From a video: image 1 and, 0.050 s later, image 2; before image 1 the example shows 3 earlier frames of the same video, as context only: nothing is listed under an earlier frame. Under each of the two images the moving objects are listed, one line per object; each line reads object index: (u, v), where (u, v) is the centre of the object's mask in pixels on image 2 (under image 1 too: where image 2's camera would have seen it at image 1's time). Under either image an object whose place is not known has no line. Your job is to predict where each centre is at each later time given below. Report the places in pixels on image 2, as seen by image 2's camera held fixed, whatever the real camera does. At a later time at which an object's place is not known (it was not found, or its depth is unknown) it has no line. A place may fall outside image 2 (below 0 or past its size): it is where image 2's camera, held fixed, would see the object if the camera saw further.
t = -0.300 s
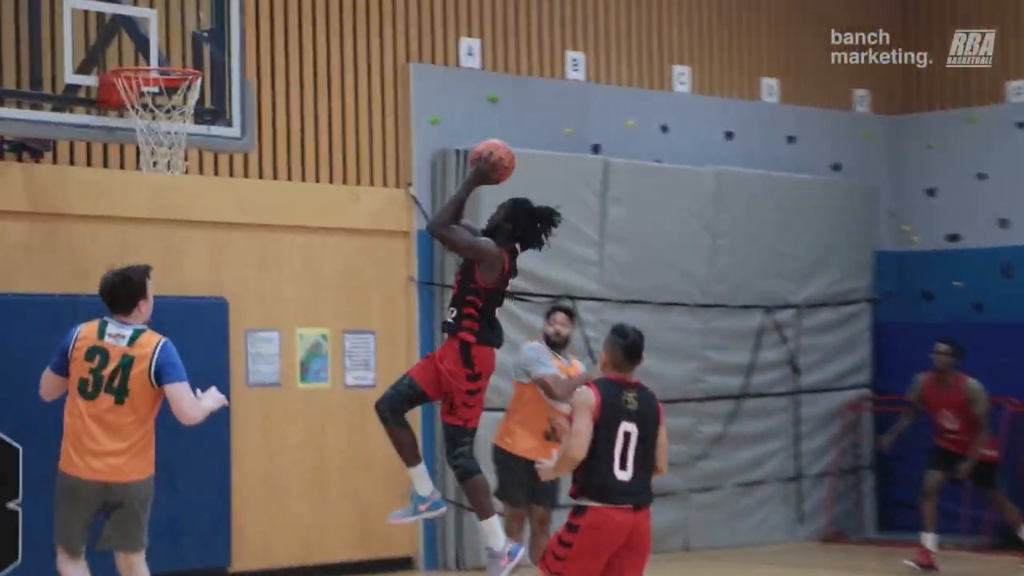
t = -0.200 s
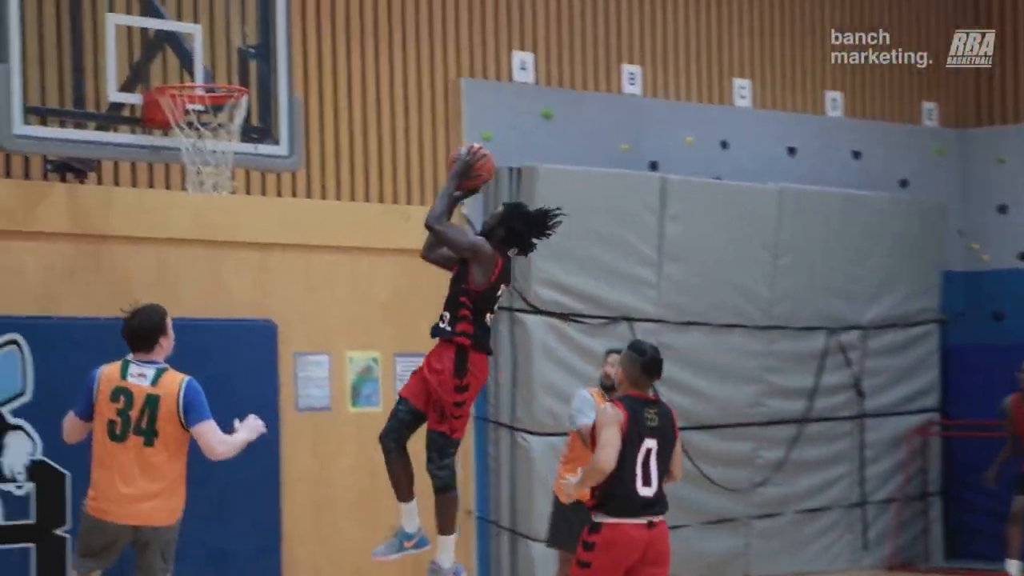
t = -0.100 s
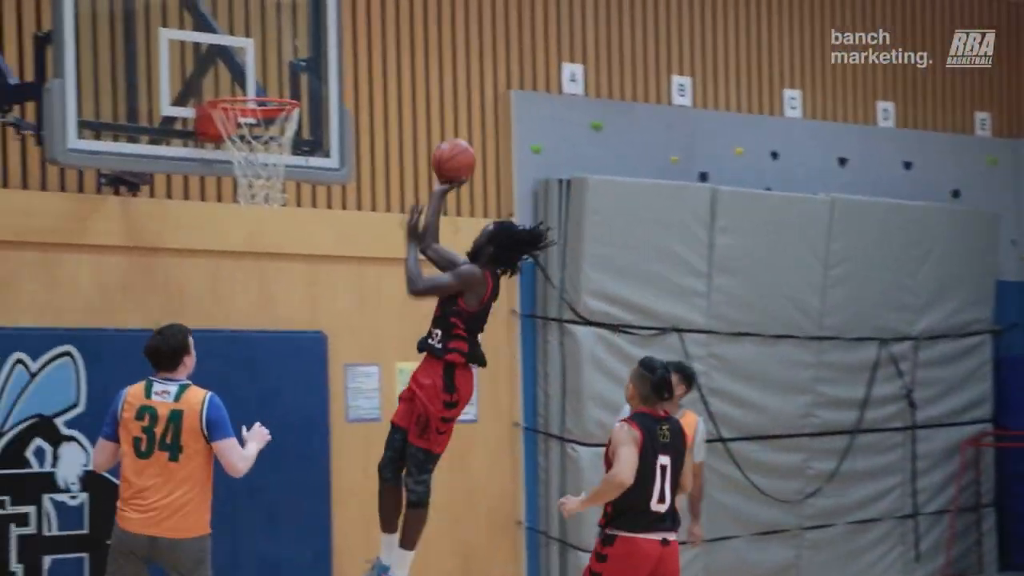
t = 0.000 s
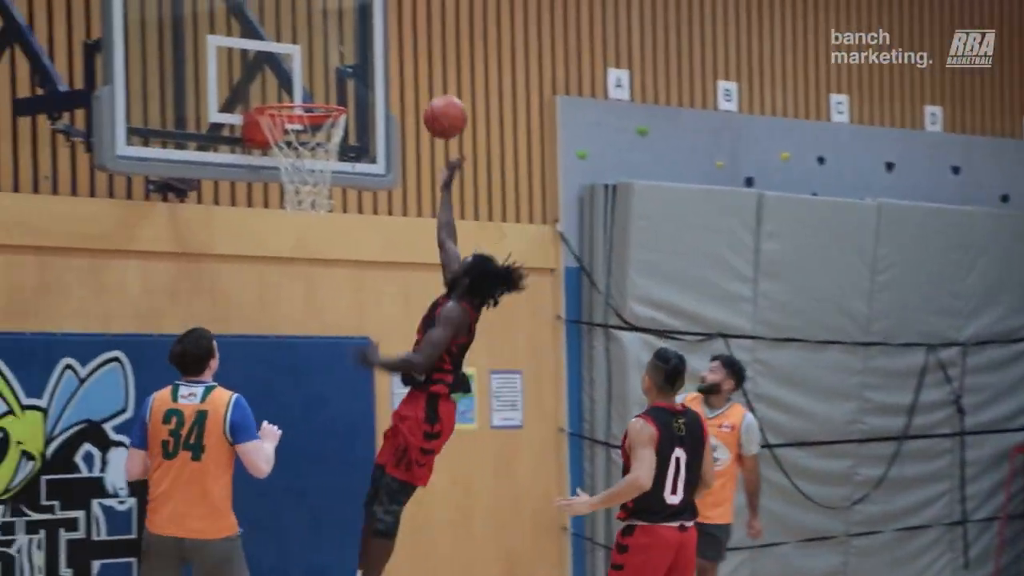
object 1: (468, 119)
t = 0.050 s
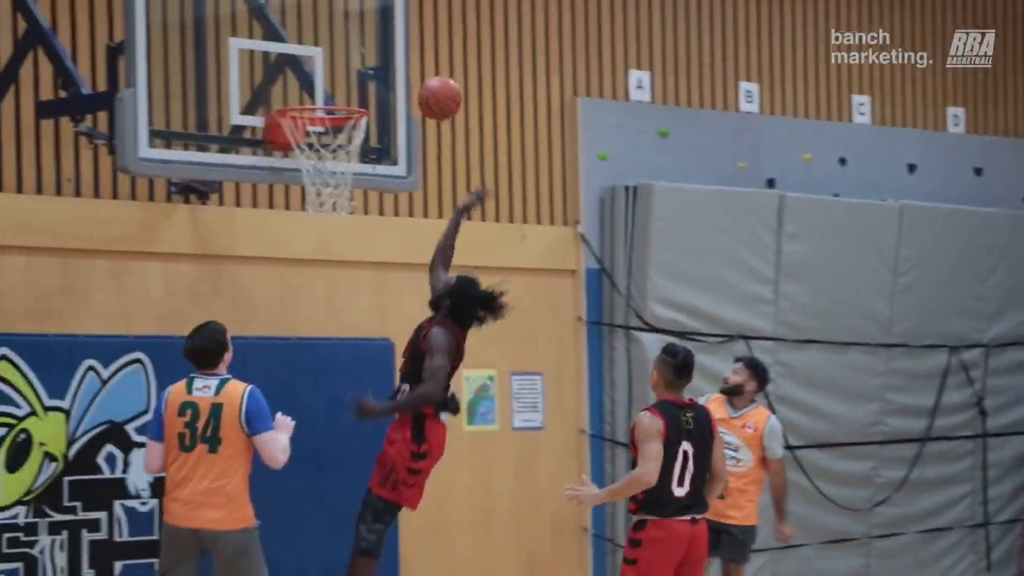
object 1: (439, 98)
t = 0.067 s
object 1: (431, 92)
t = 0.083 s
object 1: (422, 87)
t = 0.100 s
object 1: (413, 82)
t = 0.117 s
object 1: (404, 77)
